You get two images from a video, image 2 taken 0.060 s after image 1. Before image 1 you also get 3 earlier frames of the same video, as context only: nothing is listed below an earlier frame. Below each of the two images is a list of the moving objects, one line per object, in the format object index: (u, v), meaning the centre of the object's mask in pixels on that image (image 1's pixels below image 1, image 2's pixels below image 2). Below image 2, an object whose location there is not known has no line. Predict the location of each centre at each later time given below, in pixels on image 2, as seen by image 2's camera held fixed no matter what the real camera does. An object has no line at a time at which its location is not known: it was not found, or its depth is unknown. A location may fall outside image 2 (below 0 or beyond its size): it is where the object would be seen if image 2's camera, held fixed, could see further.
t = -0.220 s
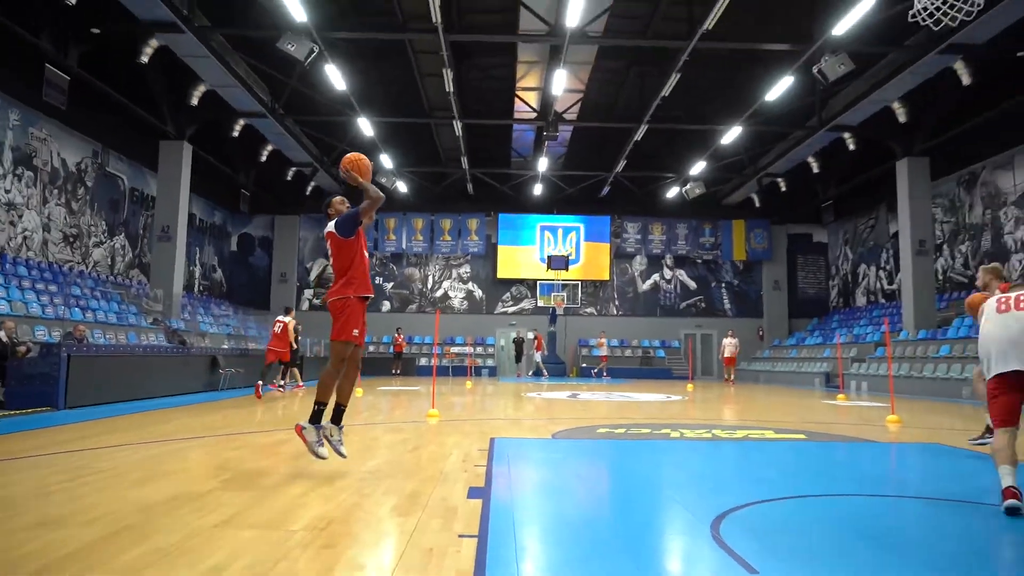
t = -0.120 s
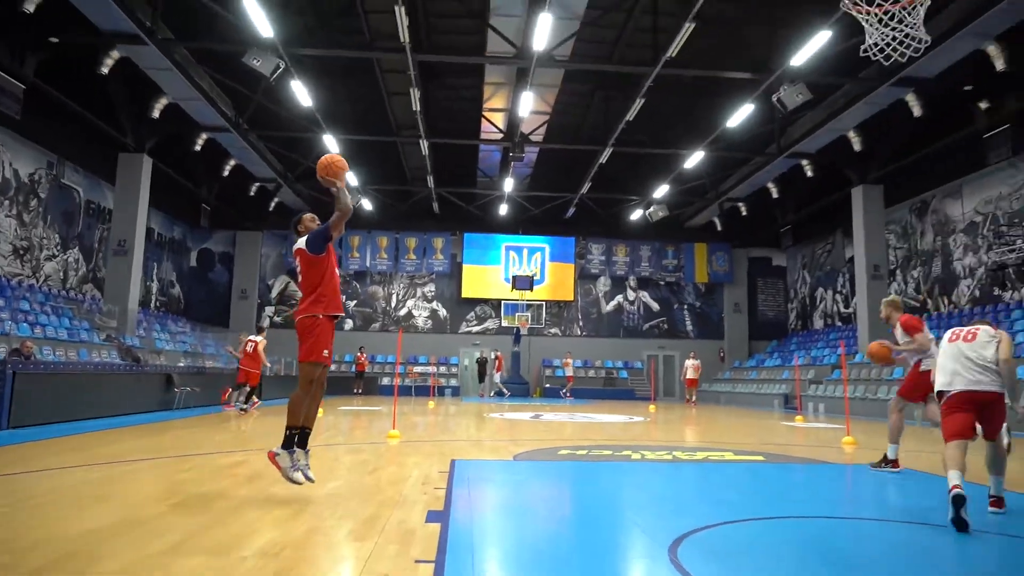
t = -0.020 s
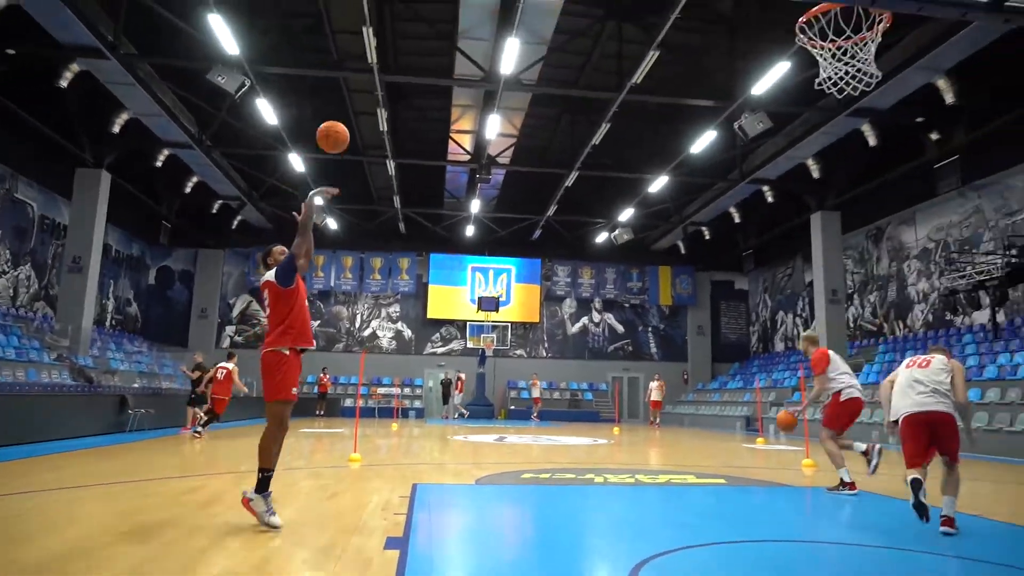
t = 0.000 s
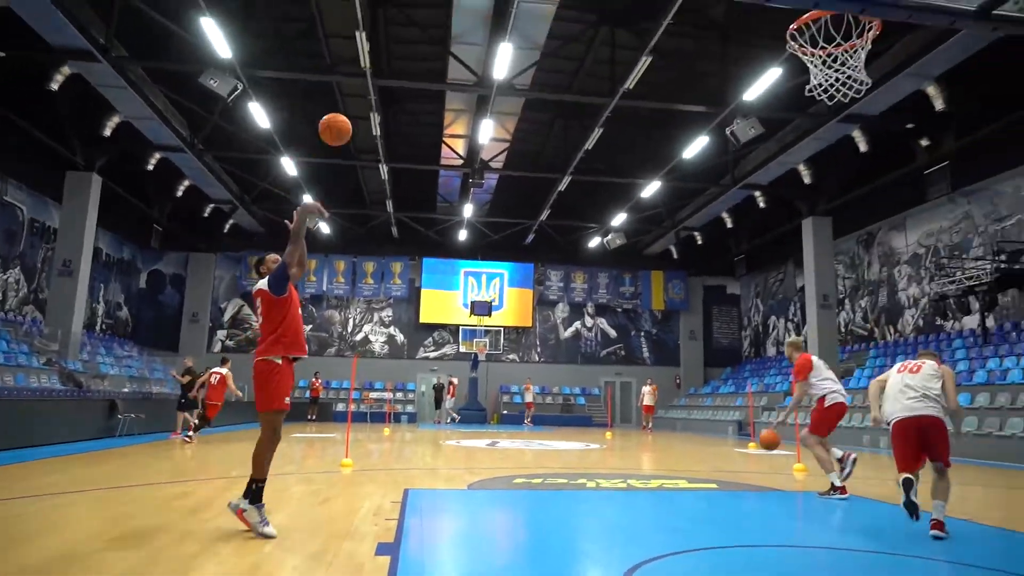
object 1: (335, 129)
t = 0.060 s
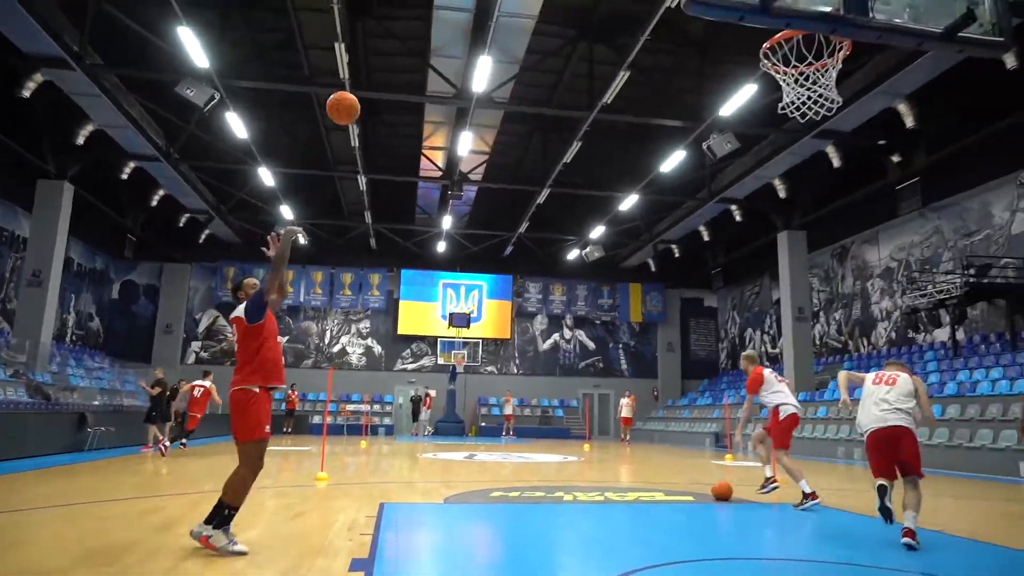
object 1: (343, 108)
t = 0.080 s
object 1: (353, 96)
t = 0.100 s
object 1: (364, 88)
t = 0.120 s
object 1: (373, 79)
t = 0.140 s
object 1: (383, 70)
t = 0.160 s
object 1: (392, 63)
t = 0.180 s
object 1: (402, 55)
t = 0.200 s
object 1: (412, 48)
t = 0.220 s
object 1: (423, 41)
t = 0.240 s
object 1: (433, 35)
